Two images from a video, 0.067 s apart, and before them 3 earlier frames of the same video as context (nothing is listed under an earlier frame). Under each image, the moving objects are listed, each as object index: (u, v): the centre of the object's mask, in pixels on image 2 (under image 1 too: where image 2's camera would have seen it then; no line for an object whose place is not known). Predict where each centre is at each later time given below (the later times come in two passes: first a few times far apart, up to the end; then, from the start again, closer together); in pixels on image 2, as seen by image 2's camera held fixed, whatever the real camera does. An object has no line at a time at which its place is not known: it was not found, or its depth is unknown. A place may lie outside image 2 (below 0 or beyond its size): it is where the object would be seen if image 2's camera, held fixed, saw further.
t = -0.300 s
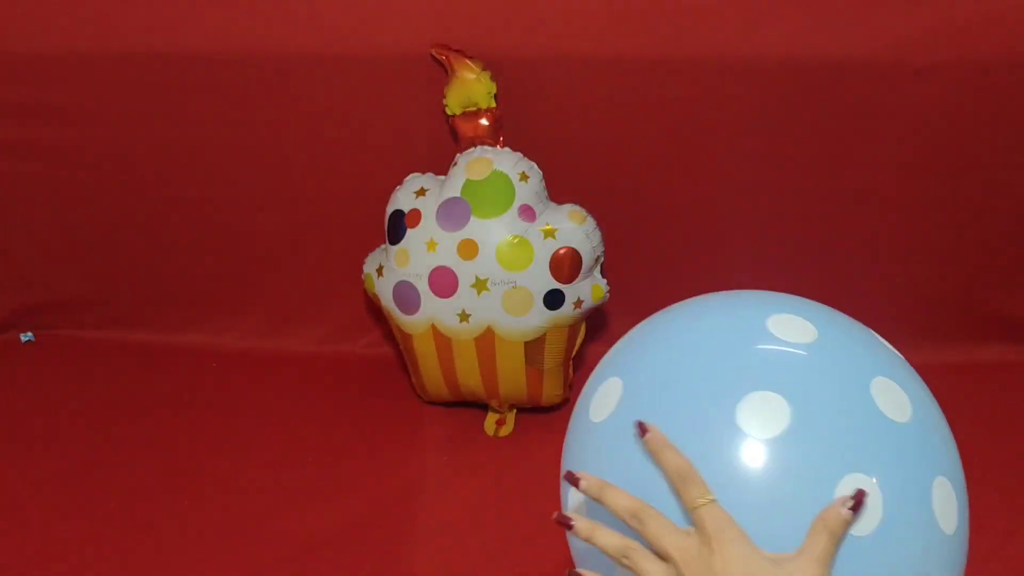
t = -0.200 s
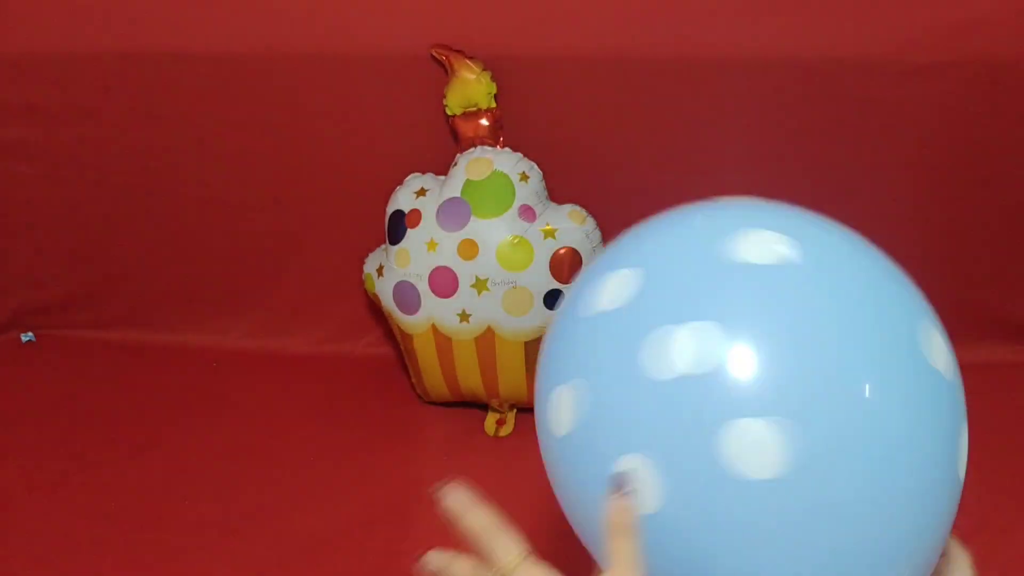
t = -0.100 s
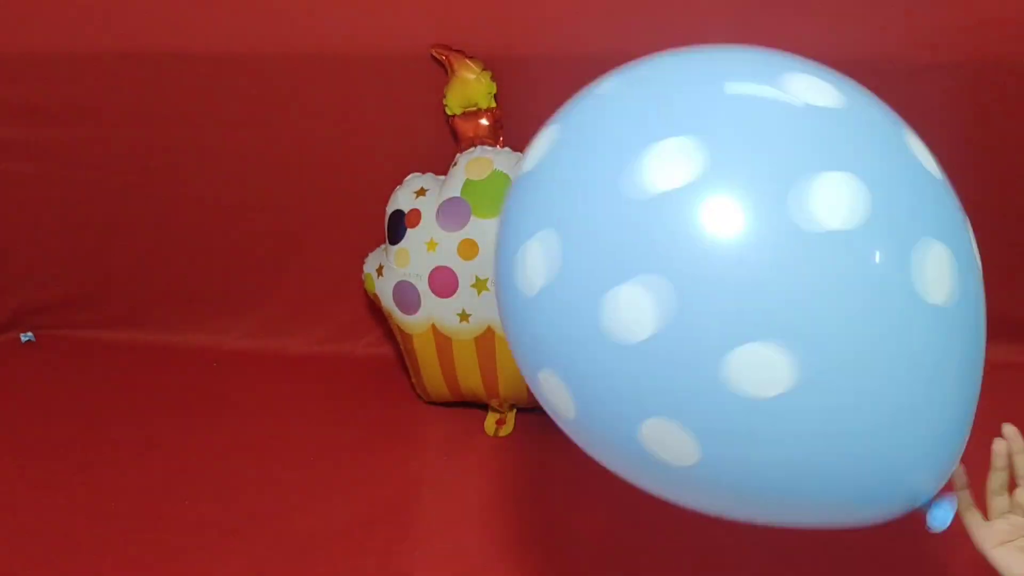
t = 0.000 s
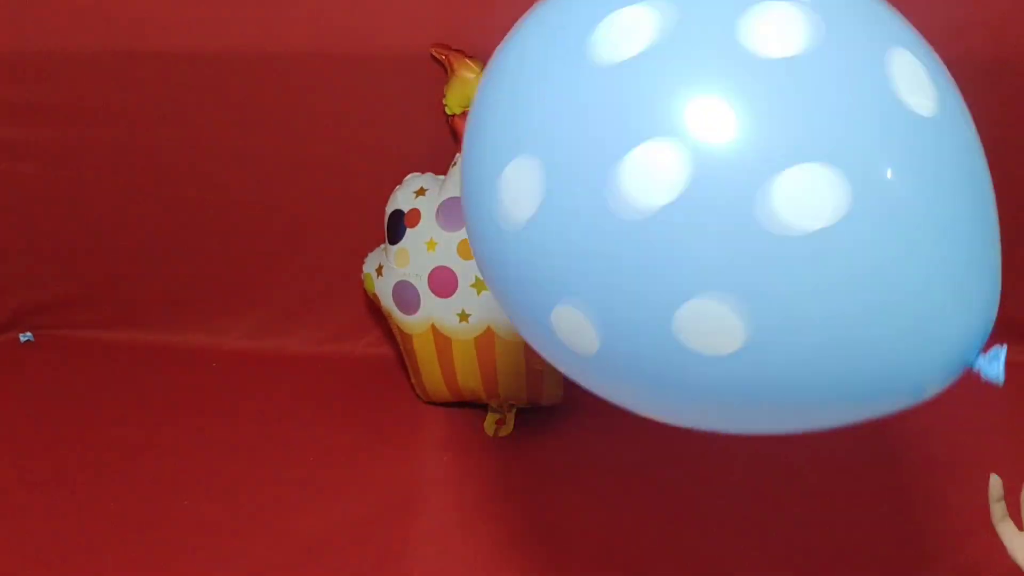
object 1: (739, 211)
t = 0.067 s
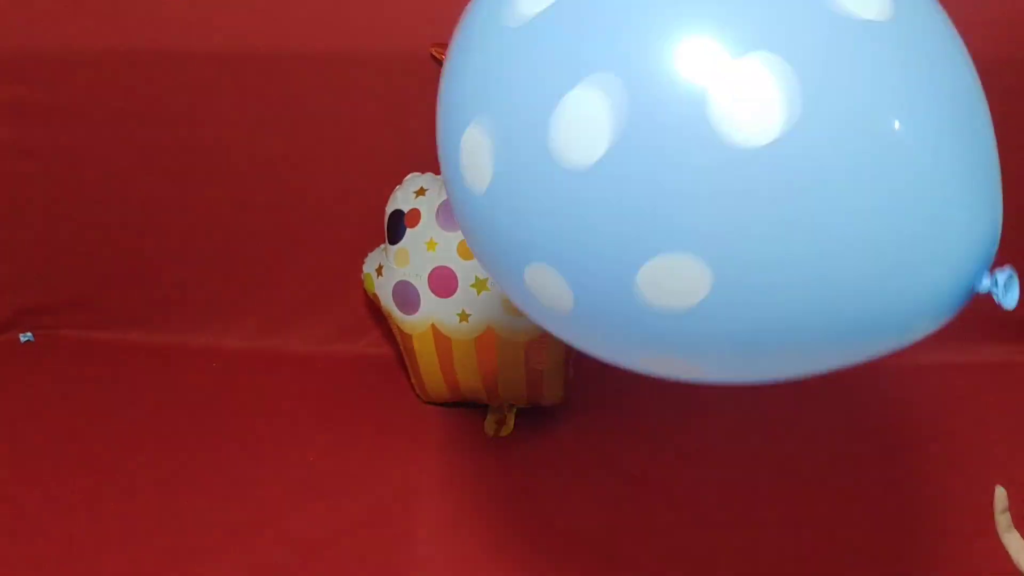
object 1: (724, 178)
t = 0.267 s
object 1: (676, 125)
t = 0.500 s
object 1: (606, 122)
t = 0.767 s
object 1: (522, 153)
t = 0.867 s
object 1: (500, 187)
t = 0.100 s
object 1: (715, 164)
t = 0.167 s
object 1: (701, 145)
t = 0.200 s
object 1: (691, 136)
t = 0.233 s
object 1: (680, 129)
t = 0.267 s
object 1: (676, 125)
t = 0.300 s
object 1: (666, 122)
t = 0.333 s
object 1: (655, 120)
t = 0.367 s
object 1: (645, 120)
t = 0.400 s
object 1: (636, 119)
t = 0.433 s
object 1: (626, 120)
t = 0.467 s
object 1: (616, 121)
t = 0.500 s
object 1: (606, 122)
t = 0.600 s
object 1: (571, 125)
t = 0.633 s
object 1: (560, 127)
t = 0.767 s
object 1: (522, 153)
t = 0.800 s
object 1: (513, 163)
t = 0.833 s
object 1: (506, 174)
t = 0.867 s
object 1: (500, 187)
